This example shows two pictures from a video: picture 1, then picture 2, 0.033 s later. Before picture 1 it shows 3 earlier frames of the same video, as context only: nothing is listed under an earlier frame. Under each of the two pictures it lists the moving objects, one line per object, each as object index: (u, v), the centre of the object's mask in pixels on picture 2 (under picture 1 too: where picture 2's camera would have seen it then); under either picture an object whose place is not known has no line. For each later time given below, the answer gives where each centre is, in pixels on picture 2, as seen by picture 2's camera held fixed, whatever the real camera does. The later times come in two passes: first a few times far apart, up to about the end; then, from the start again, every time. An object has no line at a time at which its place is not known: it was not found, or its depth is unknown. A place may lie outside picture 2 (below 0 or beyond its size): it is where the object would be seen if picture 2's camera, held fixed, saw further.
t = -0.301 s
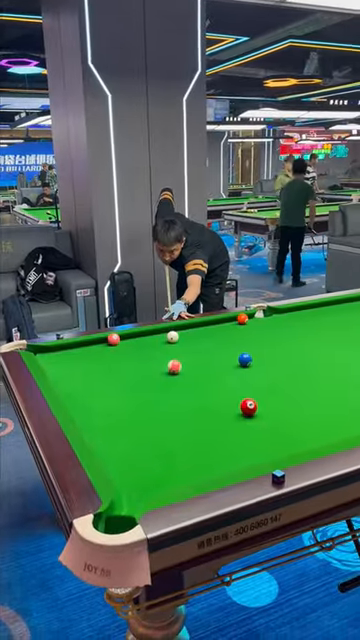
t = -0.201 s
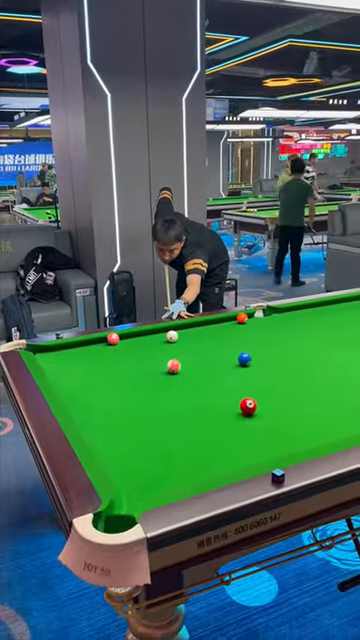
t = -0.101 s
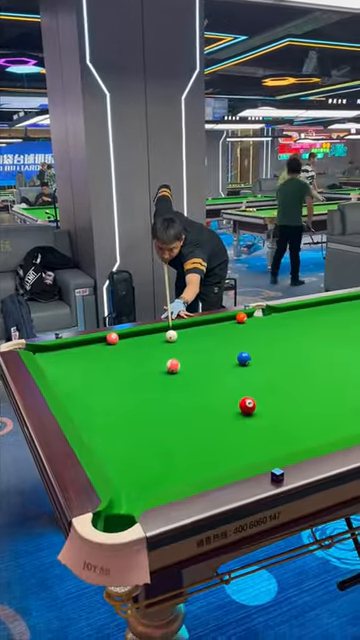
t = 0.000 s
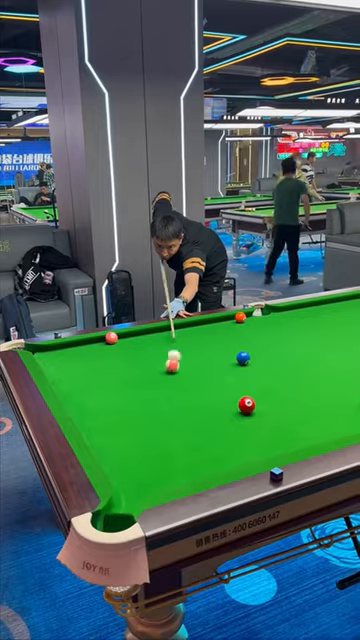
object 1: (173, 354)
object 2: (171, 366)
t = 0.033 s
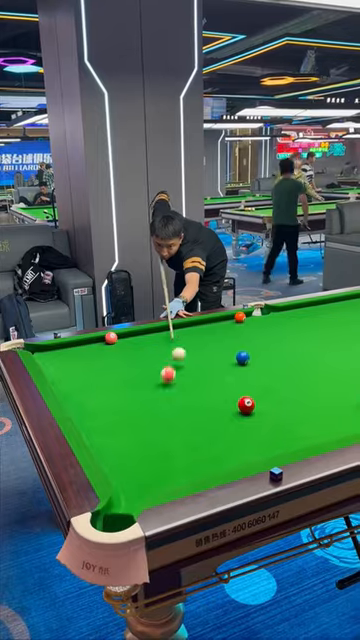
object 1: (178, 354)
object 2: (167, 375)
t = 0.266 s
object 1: (216, 365)
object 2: (119, 523)
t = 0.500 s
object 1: (248, 362)
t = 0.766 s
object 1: (276, 352)
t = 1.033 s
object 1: (292, 337)
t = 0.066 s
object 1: (184, 353)
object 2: (163, 388)
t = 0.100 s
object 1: (189, 355)
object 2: (158, 406)
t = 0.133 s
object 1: (195, 360)
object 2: (152, 424)
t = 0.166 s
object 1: (201, 363)
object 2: (146, 444)
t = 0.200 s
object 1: (205, 363)
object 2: (139, 468)
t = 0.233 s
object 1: (211, 364)
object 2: (130, 496)
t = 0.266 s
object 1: (216, 365)
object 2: (119, 523)
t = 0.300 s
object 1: (221, 365)
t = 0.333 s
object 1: (226, 365)
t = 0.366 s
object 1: (231, 365)
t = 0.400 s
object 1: (235, 365)
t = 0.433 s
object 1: (240, 364)
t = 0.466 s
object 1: (244, 363)
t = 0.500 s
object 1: (248, 362)
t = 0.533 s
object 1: (252, 362)
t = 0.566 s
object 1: (256, 361)
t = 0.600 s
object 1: (260, 360)
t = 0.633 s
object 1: (263, 358)
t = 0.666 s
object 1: (267, 357)
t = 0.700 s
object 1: (270, 355)
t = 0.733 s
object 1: (273, 354)
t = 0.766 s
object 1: (276, 352)
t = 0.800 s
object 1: (278, 350)
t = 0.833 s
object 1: (280, 348)
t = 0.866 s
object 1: (282, 346)
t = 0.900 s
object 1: (285, 344)
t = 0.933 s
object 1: (286, 342)
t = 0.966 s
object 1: (288, 340)
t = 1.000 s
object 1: (291, 338)
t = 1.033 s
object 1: (292, 337)
